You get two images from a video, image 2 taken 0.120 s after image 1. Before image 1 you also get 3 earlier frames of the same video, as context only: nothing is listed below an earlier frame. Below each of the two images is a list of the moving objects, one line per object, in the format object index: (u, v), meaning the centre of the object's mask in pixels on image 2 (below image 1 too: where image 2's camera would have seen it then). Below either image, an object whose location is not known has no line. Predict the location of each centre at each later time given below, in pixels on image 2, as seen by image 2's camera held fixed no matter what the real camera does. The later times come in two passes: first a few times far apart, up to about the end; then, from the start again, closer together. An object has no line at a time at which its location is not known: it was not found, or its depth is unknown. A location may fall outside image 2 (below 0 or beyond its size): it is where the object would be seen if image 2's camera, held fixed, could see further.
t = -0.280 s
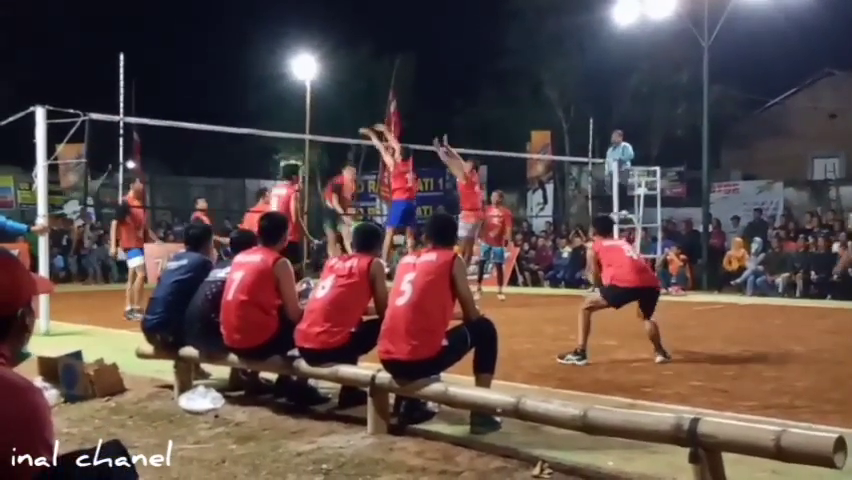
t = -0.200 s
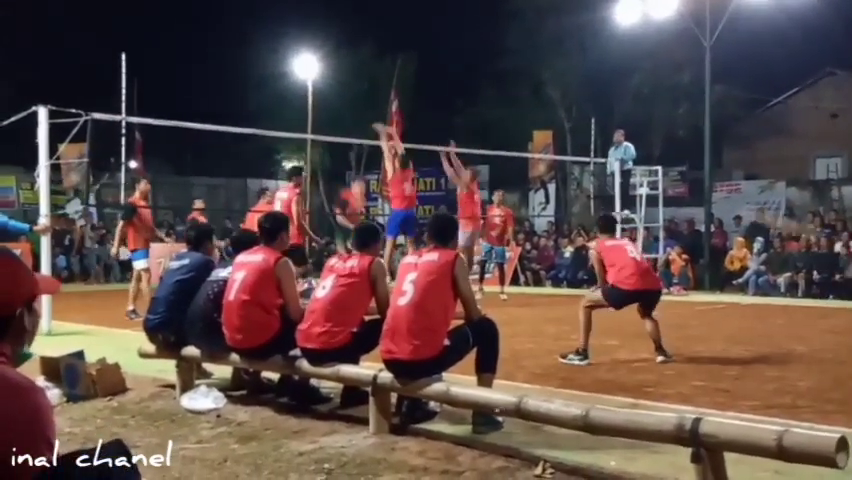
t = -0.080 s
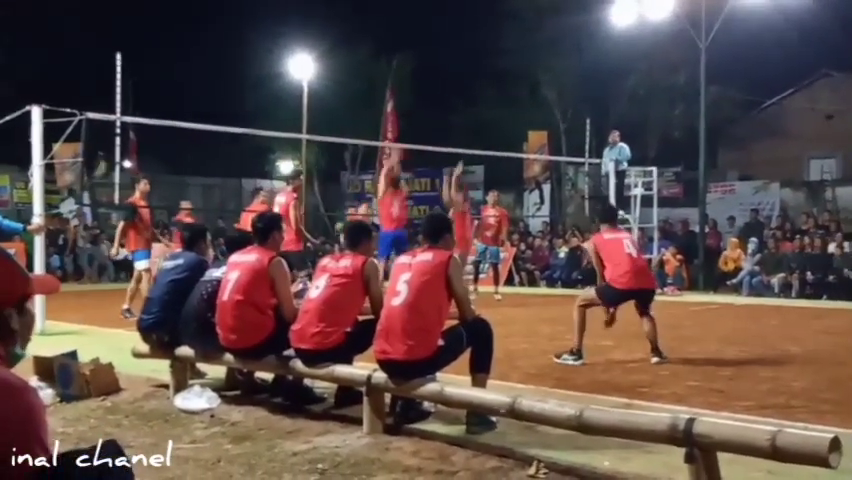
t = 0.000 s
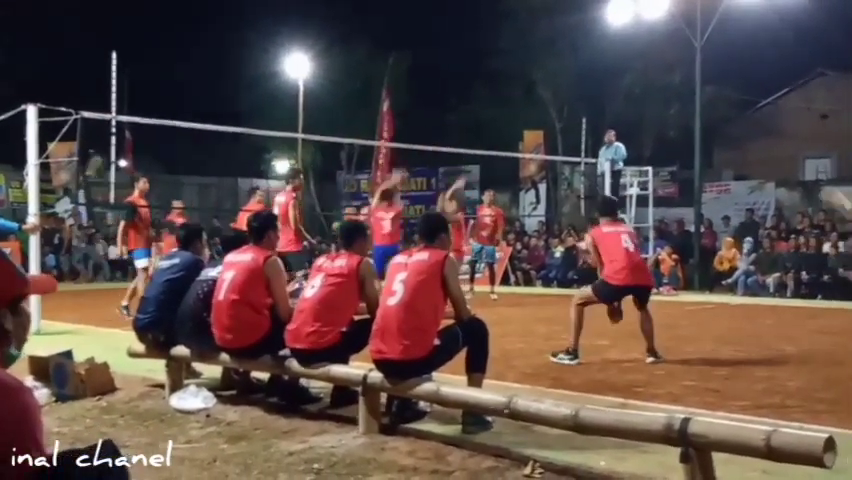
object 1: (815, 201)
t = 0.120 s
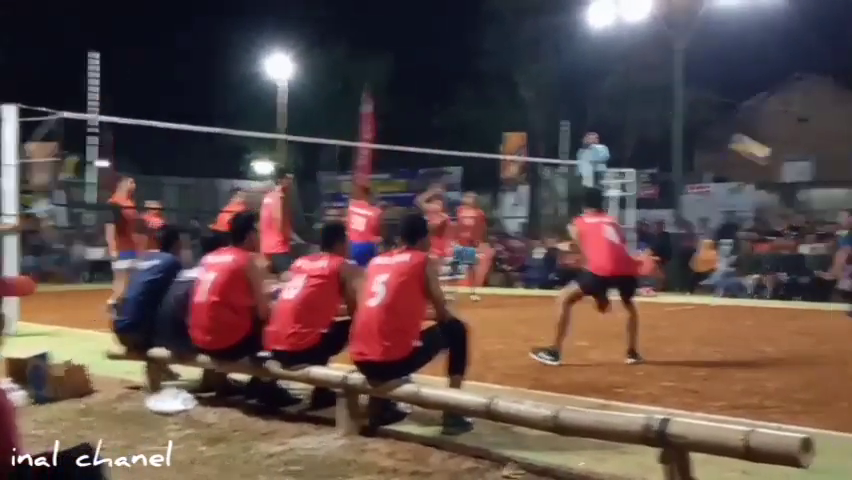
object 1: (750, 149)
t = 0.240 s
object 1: (685, 107)
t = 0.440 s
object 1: (567, 64)
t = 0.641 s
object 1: (443, 60)
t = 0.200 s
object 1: (707, 119)
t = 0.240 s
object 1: (685, 107)
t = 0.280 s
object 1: (660, 95)
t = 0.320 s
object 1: (637, 85)
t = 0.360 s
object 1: (616, 77)
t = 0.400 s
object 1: (592, 69)
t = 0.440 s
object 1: (567, 64)
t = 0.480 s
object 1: (544, 60)
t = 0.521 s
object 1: (519, 58)
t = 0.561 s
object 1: (493, 57)
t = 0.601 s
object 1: (470, 58)
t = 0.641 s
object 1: (443, 60)
